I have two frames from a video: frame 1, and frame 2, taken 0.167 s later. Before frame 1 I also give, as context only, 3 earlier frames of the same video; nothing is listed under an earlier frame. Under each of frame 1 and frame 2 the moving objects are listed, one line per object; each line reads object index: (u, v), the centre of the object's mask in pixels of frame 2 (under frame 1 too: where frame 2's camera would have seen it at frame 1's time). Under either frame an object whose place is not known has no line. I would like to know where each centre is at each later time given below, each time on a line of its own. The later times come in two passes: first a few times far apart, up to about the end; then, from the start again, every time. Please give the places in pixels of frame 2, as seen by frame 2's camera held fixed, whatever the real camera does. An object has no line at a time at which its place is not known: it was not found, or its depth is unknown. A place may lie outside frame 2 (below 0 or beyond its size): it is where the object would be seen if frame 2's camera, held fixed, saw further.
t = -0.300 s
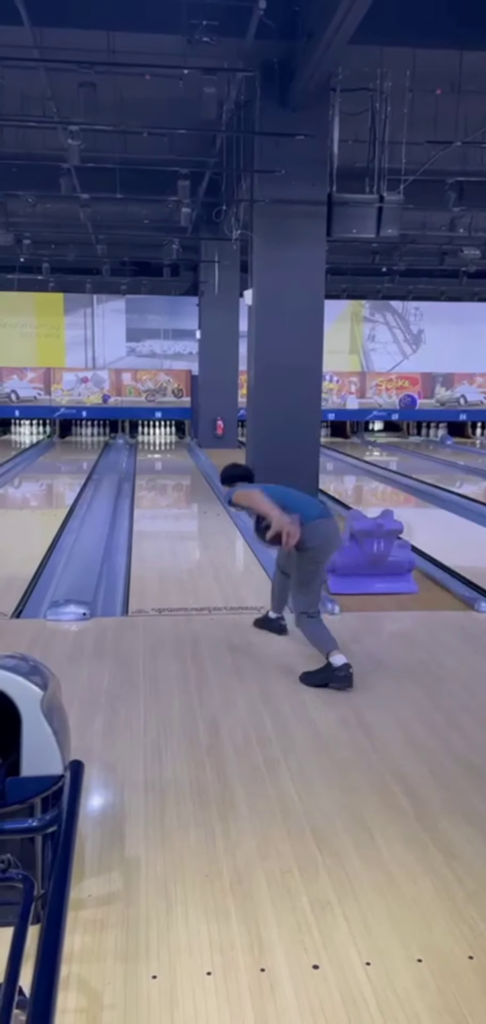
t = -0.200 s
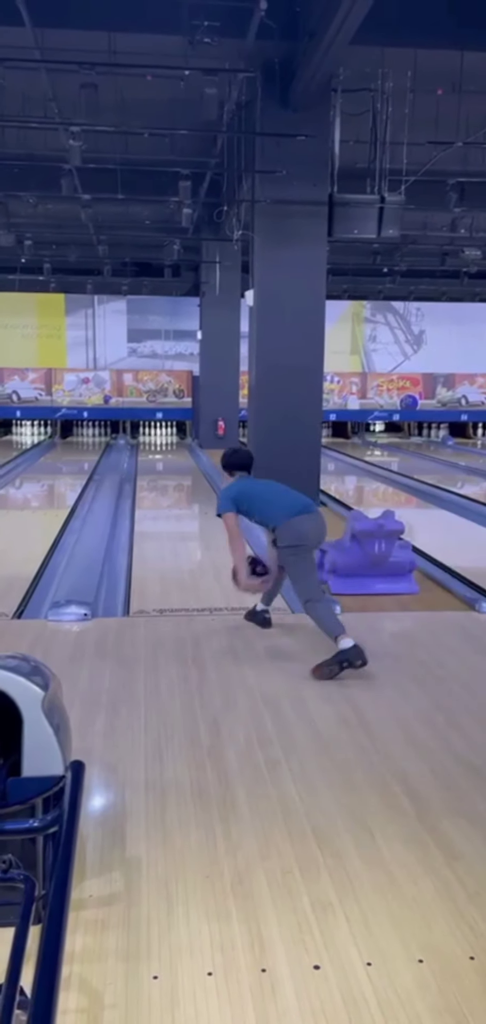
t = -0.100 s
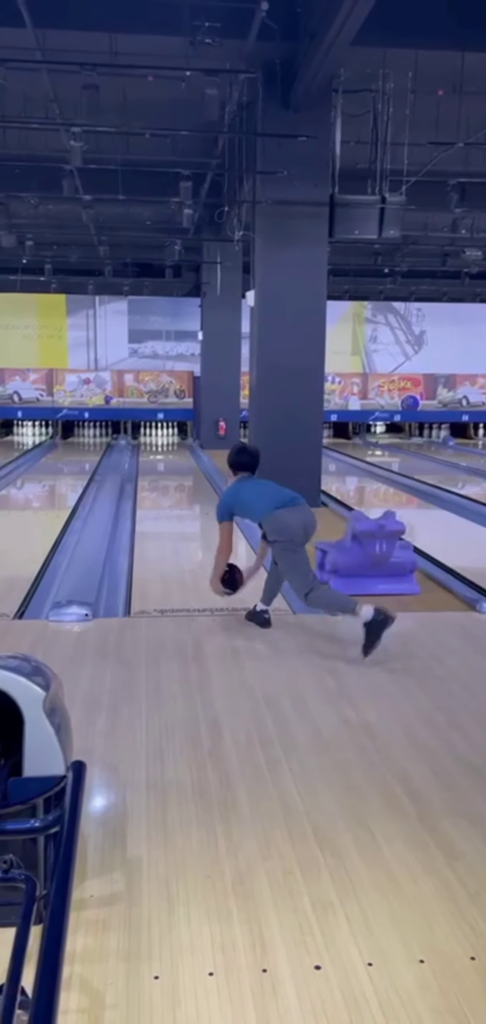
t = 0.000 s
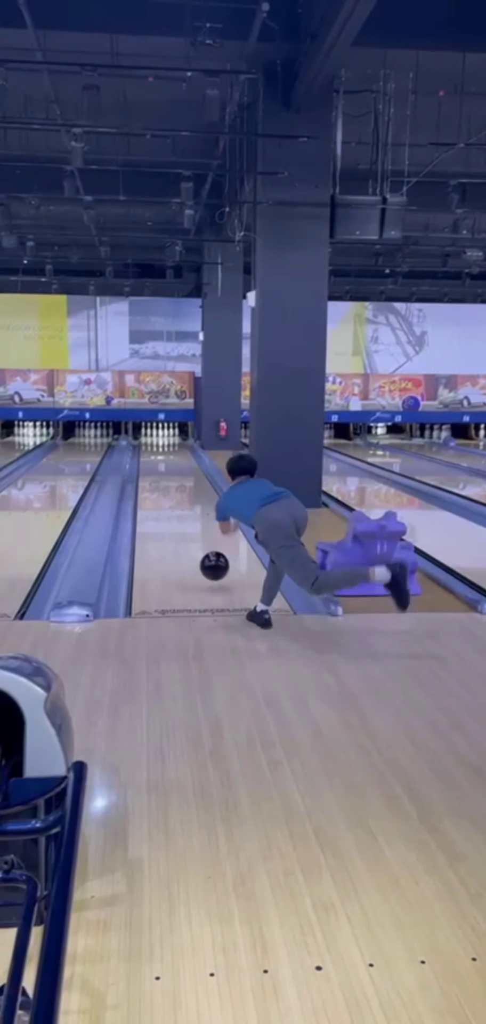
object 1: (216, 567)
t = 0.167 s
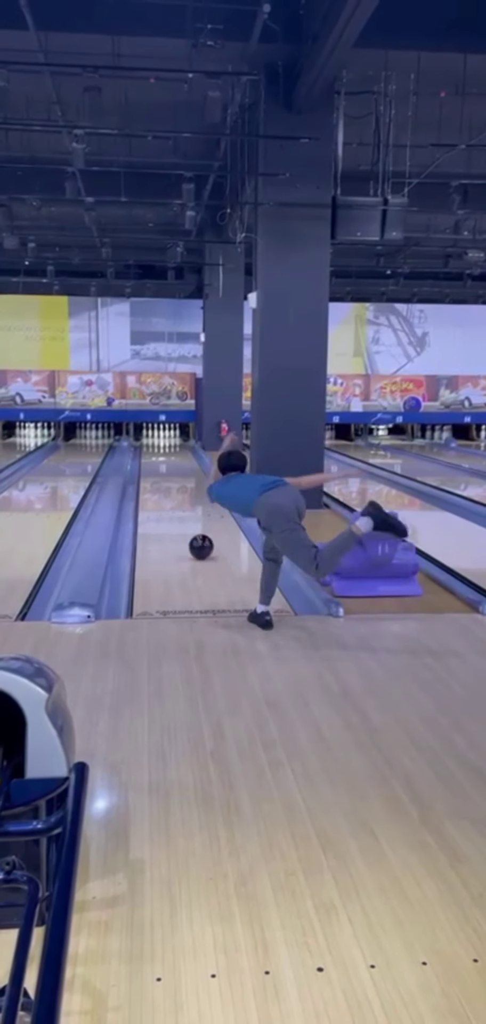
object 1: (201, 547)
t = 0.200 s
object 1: (199, 542)
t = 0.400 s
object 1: (182, 517)
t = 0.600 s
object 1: (180, 500)
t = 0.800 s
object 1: (175, 486)
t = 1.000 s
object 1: (171, 476)
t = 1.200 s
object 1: (167, 468)
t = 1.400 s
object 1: (166, 460)
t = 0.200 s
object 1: (199, 542)
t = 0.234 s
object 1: (197, 537)
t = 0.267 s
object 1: (195, 532)
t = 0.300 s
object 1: (193, 528)
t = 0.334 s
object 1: (191, 524)
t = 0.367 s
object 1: (188, 522)
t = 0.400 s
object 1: (182, 517)
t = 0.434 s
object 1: (186, 514)
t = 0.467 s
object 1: (185, 511)
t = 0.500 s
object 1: (184, 508)
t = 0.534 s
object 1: (183, 505)
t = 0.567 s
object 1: (181, 502)
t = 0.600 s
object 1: (180, 500)
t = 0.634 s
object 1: (179, 497)
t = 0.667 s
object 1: (178, 495)
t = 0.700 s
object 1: (177, 493)
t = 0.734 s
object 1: (176, 490)
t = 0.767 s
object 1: (176, 488)
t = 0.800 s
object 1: (175, 486)
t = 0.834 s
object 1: (174, 484)
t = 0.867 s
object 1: (173, 483)
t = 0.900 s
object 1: (172, 481)
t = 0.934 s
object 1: (172, 479)
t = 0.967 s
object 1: (171, 477)
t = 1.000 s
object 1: (171, 476)
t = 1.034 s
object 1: (170, 474)
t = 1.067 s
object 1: (169, 473)
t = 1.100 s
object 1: (169, 472)
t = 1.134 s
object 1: (168, 470)
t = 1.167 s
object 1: (168, 469)
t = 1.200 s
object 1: (167, 468)
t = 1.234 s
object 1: (167, 466)
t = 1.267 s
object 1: (167, 465)
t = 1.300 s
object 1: (166, 464)
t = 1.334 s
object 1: (166, 463)
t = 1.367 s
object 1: (166, 461)
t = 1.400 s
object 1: (166, 460)
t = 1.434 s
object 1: (165, 459)
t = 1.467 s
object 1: (165, 458)
